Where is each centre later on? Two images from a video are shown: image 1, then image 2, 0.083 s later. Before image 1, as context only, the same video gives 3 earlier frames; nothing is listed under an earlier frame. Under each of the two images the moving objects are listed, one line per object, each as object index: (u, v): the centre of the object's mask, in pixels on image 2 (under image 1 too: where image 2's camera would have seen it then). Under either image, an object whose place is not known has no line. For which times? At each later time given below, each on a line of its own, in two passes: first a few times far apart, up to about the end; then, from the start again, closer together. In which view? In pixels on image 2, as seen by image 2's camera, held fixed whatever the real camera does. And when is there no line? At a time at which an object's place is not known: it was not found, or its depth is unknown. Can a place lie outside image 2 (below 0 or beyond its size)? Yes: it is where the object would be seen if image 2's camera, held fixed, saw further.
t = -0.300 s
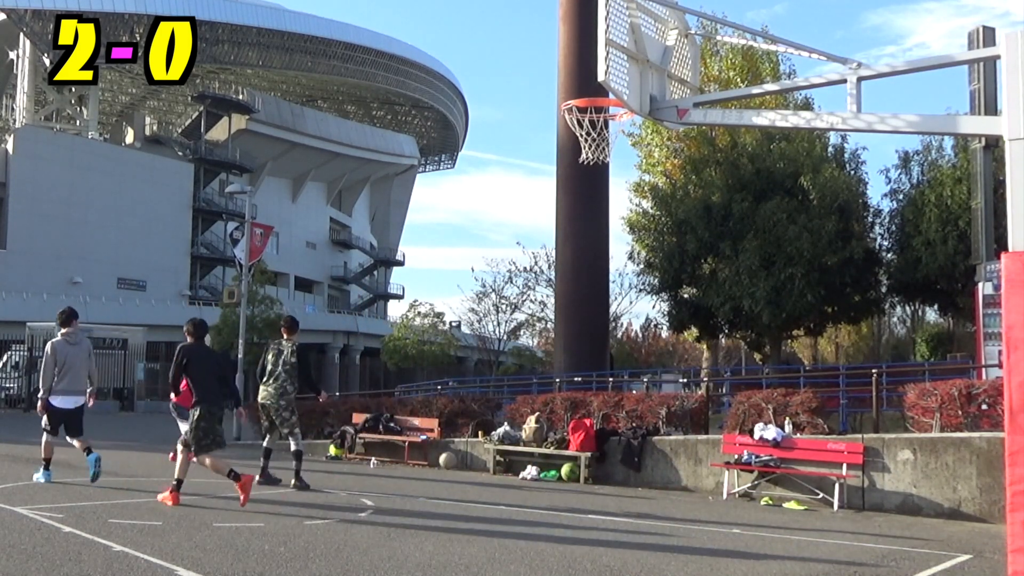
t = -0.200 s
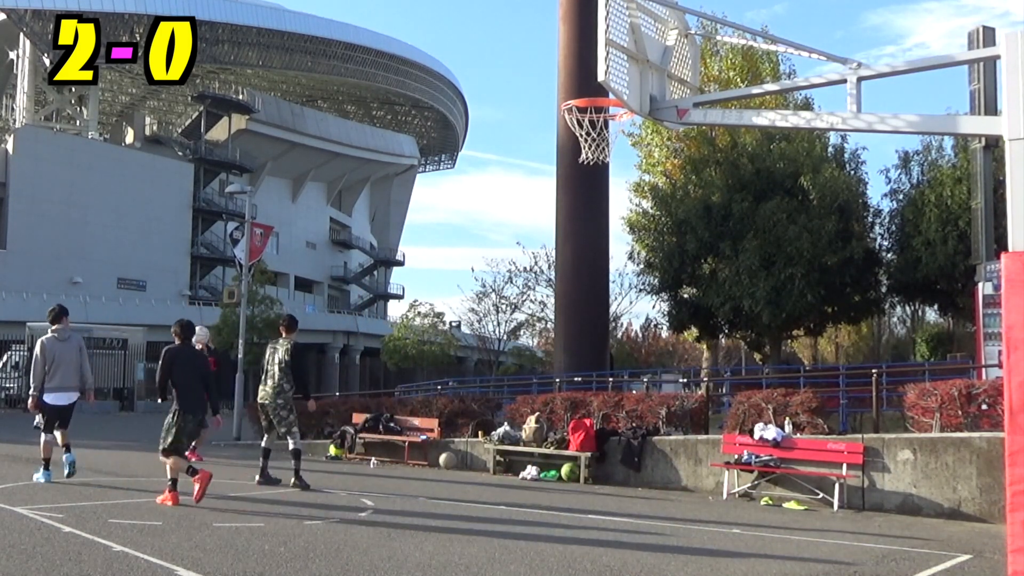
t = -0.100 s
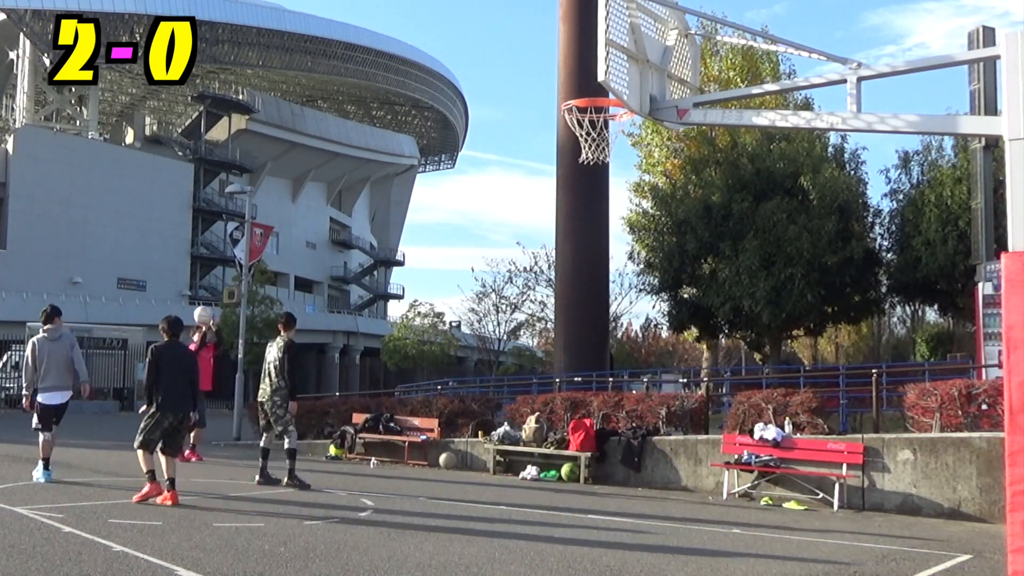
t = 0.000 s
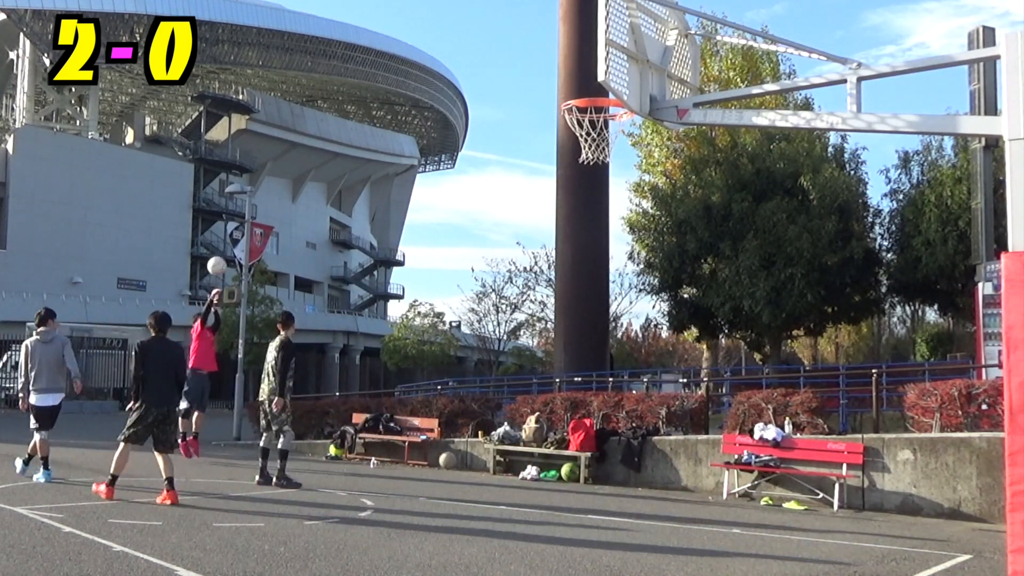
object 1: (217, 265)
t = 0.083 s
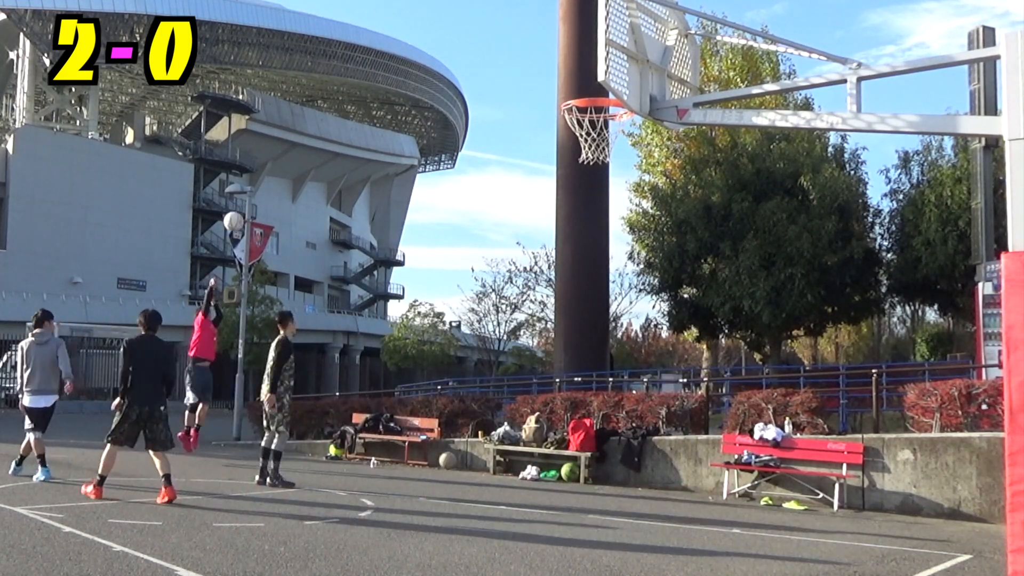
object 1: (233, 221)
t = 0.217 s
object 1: (262, 157)
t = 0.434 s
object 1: (312, 73)
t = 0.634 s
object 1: (365, 21)
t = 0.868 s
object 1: (437, 6)
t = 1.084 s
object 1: (519, 35)
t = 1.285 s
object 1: (610, 130)
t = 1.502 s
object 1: (737, 325)
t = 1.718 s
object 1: (886, 555)
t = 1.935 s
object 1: (965, 363)
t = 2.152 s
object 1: (930, 269)
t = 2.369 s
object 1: (873, 264)
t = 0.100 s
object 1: (237, 213)
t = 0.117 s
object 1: (240, 204)
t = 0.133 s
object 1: (244, 196)
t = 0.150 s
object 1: (247, 188)
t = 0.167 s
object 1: (251, 180)
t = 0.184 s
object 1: (254, 173)
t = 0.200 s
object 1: (258, 165)
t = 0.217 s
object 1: (262, 157)
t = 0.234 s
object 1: (265, 150)
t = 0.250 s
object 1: (269, 142)
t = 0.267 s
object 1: (273, 135)
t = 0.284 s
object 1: (277, 128)
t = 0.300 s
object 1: (280, 121)
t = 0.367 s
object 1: (296, 95)
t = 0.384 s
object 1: (300, 90)
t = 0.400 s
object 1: (304, 84)
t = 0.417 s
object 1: (308, 78)
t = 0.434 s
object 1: (312, 73)
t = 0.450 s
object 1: (316, 67)
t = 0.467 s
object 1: (321, 62)
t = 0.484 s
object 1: (325, 57)
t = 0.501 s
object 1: (329, 52)
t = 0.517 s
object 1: (333, 48)
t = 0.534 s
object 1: (338, 43)
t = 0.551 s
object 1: (342, 39)
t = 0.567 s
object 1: (346, 35)
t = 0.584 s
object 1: (351, 31)
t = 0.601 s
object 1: (355, 27)
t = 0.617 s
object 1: (360, 24)
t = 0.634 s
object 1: (365, 21)
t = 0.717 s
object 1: (390, 9)
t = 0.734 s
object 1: (395, 8)
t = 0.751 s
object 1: (400, 7)
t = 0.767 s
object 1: (405, 7)
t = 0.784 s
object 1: (410, 6)
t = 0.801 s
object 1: (416, 6)
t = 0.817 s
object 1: (421, 6)
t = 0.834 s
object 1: (426, 6)
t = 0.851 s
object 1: (432, 6)
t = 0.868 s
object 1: (437, 6)
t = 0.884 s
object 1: (443, 6)
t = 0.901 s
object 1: (449, 7)
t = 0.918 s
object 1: (455, 7)
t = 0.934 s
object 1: (461, 8)
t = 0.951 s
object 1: (467, 9)
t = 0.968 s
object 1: (473, 11)
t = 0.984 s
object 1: (479, 12)
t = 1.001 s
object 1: (486, 14)
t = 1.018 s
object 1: (492, 18)
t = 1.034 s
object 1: (498, 21)
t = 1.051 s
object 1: (505, 26)
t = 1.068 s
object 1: (512, 30)
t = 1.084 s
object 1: (519, 35)
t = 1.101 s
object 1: (526, 40)
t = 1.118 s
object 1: (533, 45)
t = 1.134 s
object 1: (540, 51)
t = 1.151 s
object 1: (547, 58)
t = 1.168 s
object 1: (555, 64)
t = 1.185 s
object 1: (563, 72)
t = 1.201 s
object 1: (570, 80)
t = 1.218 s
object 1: (578, 87)
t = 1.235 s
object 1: (586, 96)
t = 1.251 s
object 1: (593, 107)
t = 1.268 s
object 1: (599, 120)
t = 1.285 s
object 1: (610, 130)
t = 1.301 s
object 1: (619, 139)
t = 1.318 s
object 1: (628, 150)
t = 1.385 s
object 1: (665, 203)
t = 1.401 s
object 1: (675, 218)
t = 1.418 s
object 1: (685, 234)
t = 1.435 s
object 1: (695, 250)
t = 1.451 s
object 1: (705, 268)
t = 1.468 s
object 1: (716, 286)
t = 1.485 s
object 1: (726, 305)
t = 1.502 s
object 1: (737, 325)
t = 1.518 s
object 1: (749, 345)
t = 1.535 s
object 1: (760, 367)
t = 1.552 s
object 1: (772, 389)
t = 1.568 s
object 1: (784, 412)
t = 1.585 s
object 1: (796, 437)
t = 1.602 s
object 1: (810, 463)
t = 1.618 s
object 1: (823, 489)
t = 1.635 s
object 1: (836, 517)
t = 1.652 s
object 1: (850, 547)
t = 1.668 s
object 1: (863, 566)
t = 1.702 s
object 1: (879, 565)
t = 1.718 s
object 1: (886, 555)
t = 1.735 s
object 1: (892, 539)
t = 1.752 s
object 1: (898, 522)
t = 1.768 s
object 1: (904, 506)
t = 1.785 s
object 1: (909, 490)
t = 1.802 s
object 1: (915, 474)
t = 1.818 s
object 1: (921, 458)
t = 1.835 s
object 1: (928, 444)
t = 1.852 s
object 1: (934, 430)
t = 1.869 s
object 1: (940, 415)
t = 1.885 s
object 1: (947, 402)
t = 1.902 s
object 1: (953, 388)
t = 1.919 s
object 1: (960, 376)
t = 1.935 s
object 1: (965, 363)
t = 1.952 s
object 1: (974, 351)
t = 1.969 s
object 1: (979, 341)
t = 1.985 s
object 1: (976, 331)
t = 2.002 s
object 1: (971, 323)
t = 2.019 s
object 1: (966, 315)
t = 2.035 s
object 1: (961, 308)
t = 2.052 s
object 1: (957, 301)
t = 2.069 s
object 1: (952, 294)
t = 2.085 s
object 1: (948, 288)
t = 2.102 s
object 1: (944, 283)
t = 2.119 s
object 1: (939, 278)
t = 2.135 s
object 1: (934, 273)
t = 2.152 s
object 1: (930, 269)
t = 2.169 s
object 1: (926, 265)
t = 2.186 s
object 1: (921, 263)
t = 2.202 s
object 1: (917, 260)
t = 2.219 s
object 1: (913, 258)
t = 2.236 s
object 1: (909, 257)
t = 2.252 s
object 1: (904, 256)
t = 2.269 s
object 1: (900, 256)
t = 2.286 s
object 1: (895, 256)
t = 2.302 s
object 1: (891, 257)
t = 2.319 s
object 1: (886, 258)
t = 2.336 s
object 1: (882, 259)
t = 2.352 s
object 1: (878, 261)
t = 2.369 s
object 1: (873, 264)
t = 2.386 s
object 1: (869, 267)
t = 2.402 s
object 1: (865, 271)
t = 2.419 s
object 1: (861, 275)
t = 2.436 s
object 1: (857, 279)
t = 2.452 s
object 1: (853, 285)
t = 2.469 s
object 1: (848, 290)
